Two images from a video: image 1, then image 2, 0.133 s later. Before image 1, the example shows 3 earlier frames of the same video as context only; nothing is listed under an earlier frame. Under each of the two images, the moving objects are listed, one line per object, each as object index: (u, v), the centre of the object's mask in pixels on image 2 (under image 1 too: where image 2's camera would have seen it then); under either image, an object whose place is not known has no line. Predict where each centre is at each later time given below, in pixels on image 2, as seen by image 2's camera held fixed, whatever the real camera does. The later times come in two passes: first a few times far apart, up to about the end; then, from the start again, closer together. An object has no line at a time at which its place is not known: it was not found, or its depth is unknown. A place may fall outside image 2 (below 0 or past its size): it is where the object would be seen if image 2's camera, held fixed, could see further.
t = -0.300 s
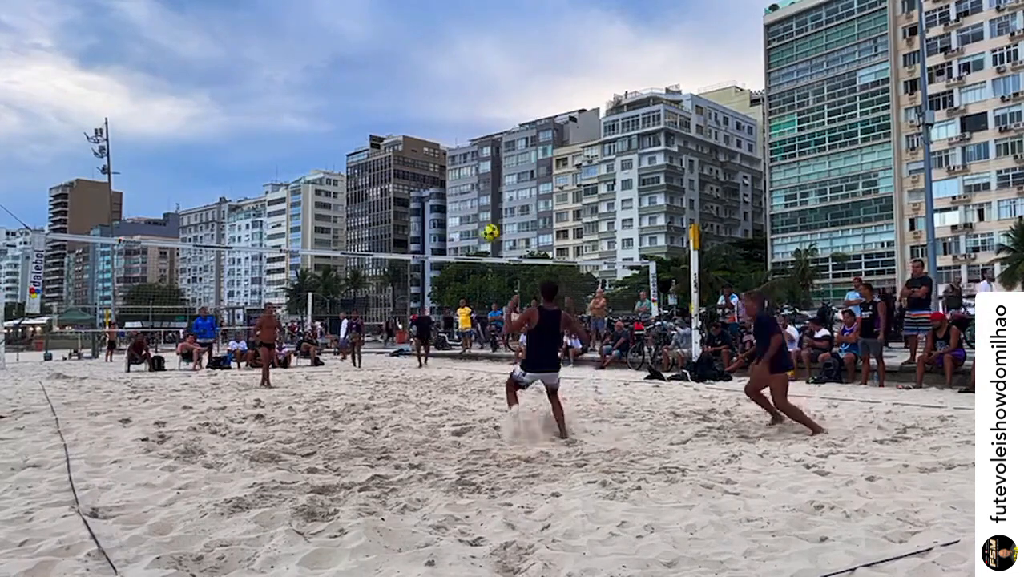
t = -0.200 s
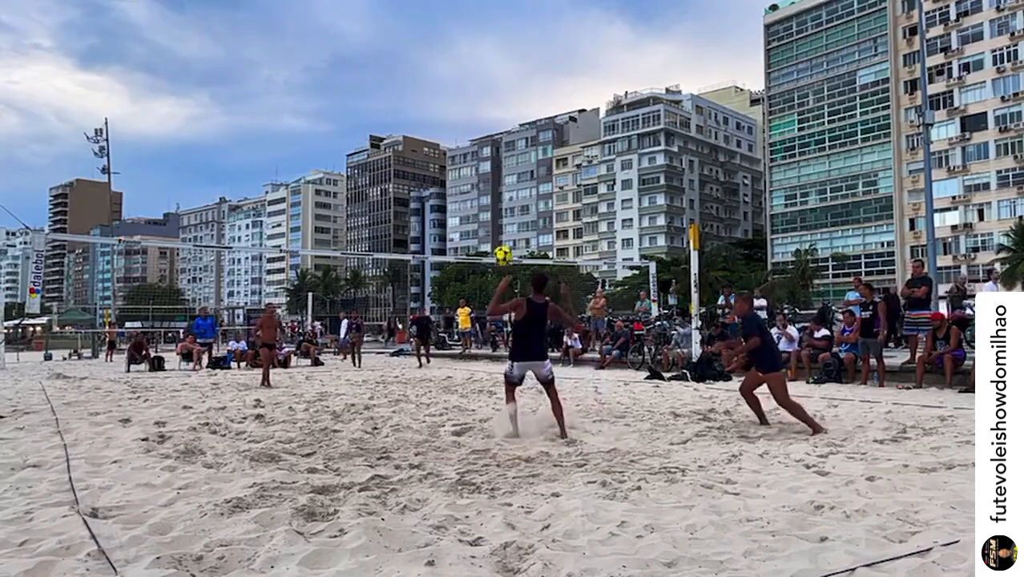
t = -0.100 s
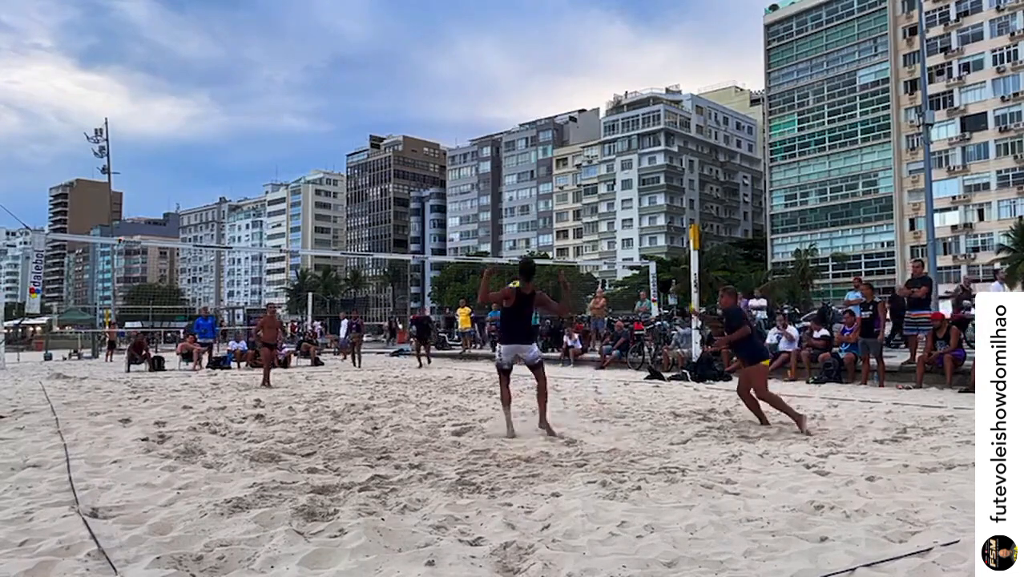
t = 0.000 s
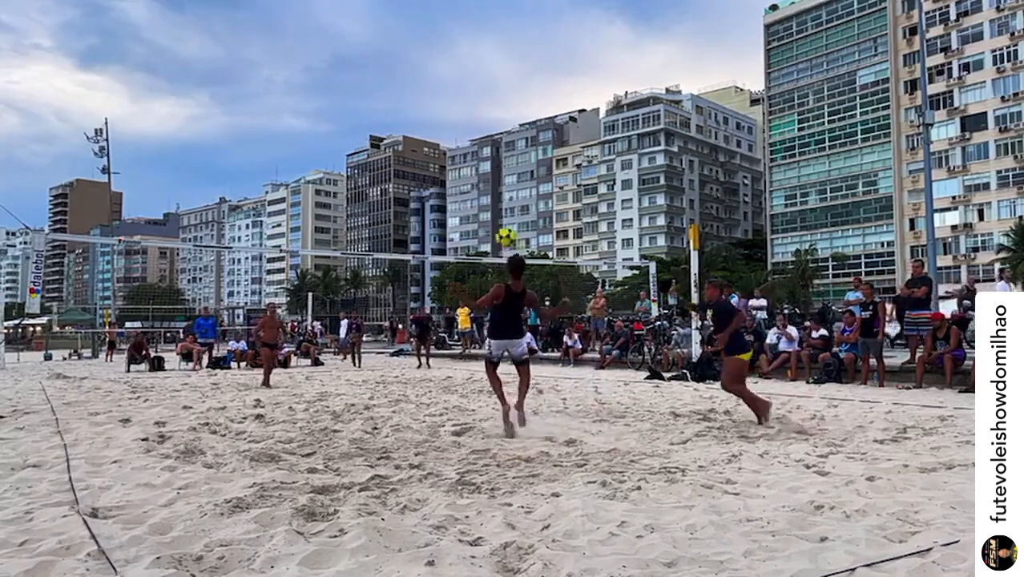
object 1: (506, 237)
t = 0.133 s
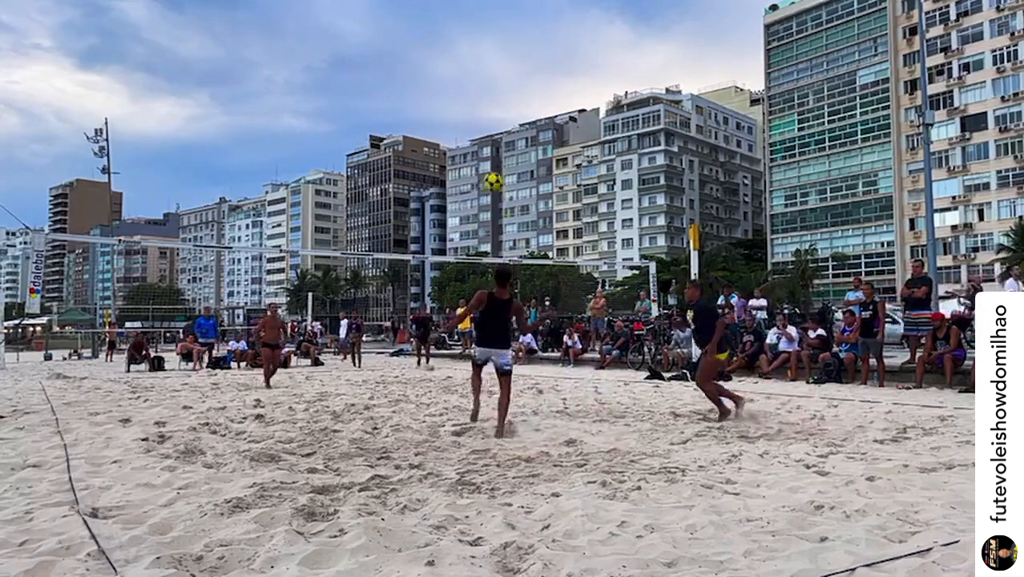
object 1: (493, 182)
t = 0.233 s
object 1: (485, 153)
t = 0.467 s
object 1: (467, 125)
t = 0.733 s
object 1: (451, 146)
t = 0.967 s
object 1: (439, 201)
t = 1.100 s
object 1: (435, 247)
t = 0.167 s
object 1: (490, 171)
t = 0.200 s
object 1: (487, 162)
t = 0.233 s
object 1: (485, 153)
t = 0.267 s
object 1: (482, 146)
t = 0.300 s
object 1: (479, 140)
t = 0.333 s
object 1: (476, 135)
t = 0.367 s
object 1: (474, 131)
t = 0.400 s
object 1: (472, 129)
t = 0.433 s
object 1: (470, 126)
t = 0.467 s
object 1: (467, 125)
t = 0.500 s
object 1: (465, 125)
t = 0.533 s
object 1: (463, 125)
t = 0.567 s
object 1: (461, 126)
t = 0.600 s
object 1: (459, 129)
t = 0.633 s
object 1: (457, 132)
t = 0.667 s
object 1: (455, 135)
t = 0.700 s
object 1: (453, 140)
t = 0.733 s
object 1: (451, 146)
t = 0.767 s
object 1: (450, 151)
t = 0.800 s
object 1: (447, 157)
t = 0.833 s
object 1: (446, 165)
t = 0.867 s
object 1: (444, 173)
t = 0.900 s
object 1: (443, 182)
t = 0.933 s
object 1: (441, 191)
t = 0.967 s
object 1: (439, 201)
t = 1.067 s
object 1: (436, 235)
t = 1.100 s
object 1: (435, 247)
